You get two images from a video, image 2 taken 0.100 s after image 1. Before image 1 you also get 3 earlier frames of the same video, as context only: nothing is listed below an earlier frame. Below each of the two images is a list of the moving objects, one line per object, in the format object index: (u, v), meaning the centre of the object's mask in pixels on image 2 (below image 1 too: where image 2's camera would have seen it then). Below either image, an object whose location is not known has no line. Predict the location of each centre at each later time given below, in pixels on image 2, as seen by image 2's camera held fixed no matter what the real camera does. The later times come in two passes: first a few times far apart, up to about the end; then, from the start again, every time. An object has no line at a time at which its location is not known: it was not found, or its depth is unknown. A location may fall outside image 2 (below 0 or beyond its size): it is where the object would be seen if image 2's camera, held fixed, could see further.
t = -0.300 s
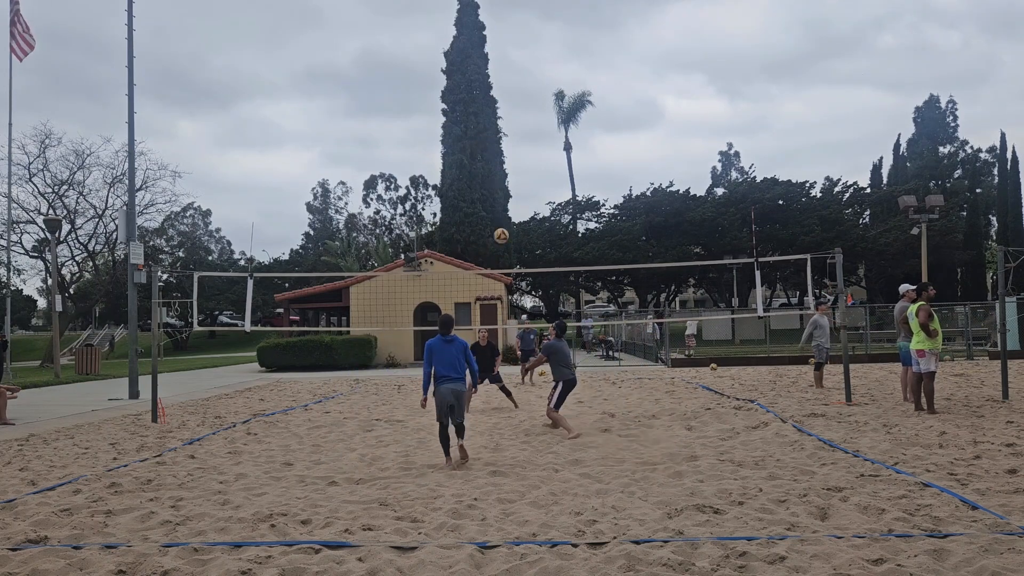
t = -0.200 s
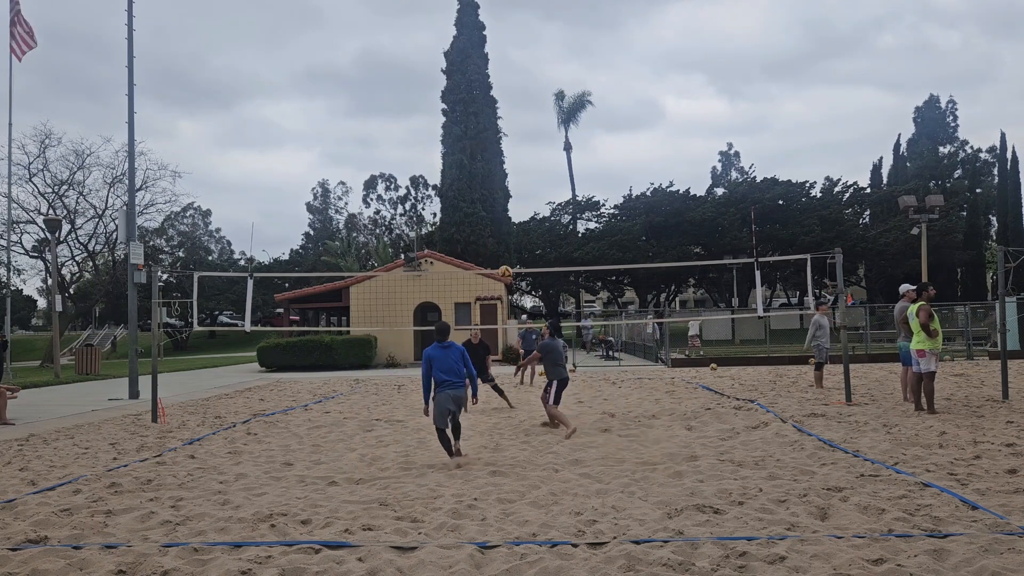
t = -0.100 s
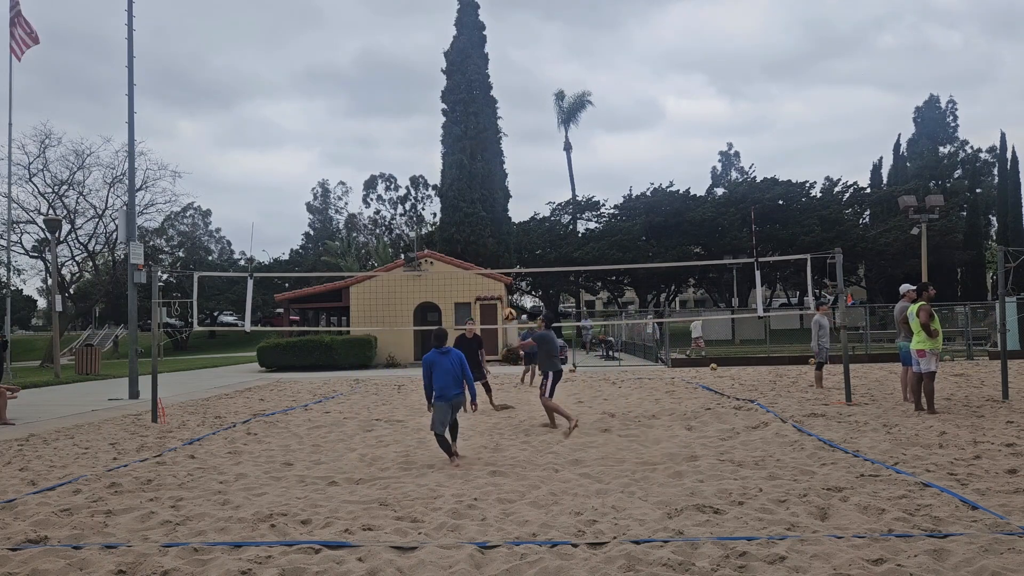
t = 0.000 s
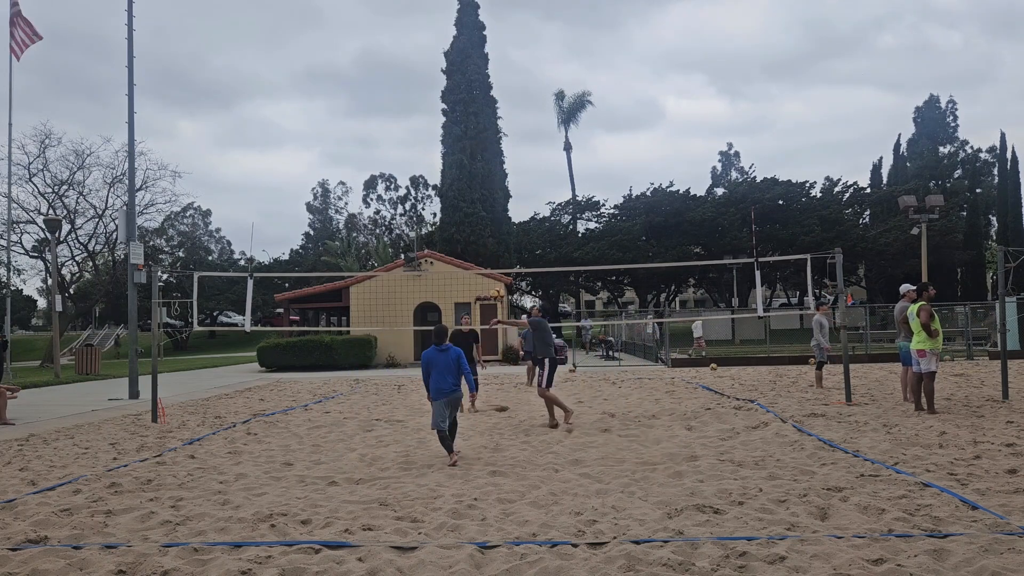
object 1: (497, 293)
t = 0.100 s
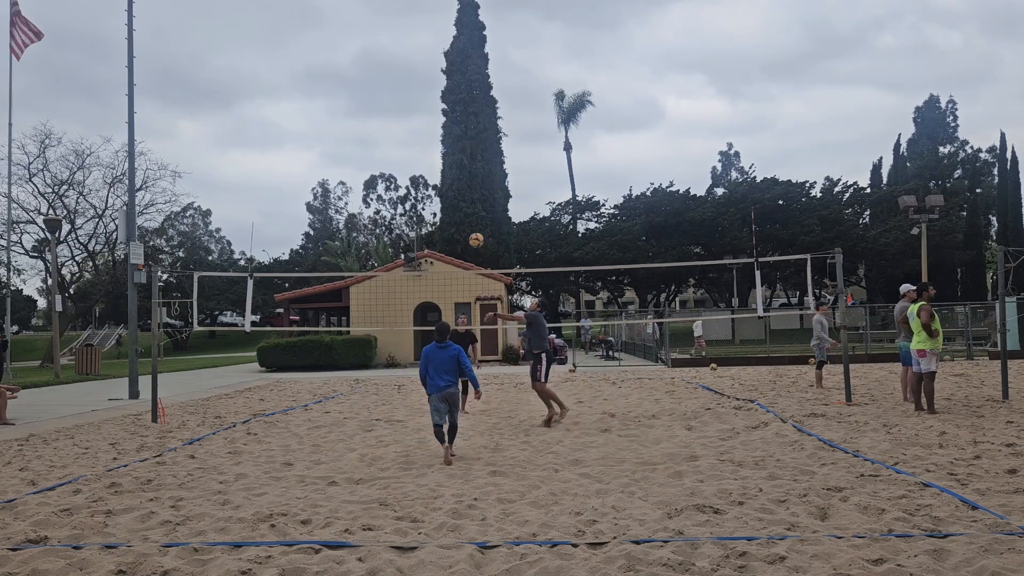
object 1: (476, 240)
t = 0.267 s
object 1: (442, 165)
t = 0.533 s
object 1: (386, 85)
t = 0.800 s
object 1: (331, 53)
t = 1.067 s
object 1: (276, 70)
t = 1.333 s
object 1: (223, 142)
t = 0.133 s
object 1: (469, 224)
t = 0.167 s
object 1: (462, 208)
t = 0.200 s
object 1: (456, 193)
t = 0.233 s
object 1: (448, 178)
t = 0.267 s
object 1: (442, 165)
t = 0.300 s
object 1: (434, 152)
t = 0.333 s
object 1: (427, 140)
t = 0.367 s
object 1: (420, 129)
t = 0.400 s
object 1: (413, 119)
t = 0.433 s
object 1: (406, 109)
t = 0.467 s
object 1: (399, 100)
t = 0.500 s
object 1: (393, 92)
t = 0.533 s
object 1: (386, 85)
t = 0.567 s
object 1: (379, 78)
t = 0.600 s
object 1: (372, 72)
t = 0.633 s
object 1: (365, 67)
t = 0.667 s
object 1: (358, 63)
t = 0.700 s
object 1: (351, 59)
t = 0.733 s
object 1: (345, 56)
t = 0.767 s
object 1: (338, 54)
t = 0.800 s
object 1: (331, 53)
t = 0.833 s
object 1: (324, 52)
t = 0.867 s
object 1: (317, 52)
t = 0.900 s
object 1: (310, 53)
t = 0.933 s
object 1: (303, 55)
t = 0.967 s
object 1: (297, 57)
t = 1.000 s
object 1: (290, 61)
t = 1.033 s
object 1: (283, 65)
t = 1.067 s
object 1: (276, 70)
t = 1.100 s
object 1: (269, 76)
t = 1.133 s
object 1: (263, 83)
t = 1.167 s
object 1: (256, 91)
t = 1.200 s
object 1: (249, 99)
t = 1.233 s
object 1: (243, 109)
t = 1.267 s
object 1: (236, 119)
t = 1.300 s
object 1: (229, 130)
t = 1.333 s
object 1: (223, 142)
